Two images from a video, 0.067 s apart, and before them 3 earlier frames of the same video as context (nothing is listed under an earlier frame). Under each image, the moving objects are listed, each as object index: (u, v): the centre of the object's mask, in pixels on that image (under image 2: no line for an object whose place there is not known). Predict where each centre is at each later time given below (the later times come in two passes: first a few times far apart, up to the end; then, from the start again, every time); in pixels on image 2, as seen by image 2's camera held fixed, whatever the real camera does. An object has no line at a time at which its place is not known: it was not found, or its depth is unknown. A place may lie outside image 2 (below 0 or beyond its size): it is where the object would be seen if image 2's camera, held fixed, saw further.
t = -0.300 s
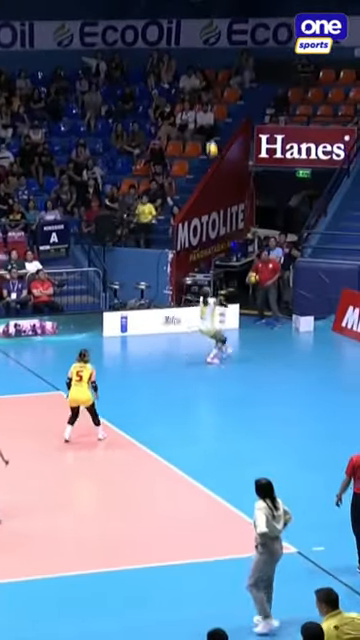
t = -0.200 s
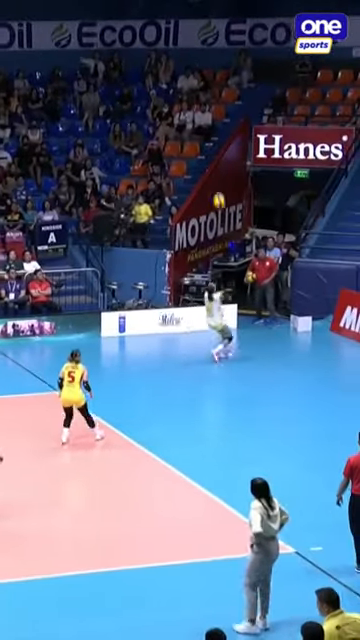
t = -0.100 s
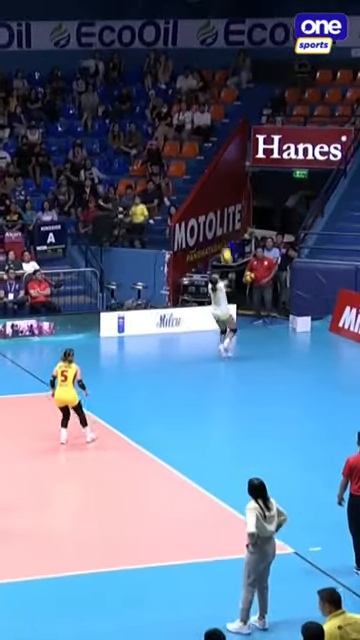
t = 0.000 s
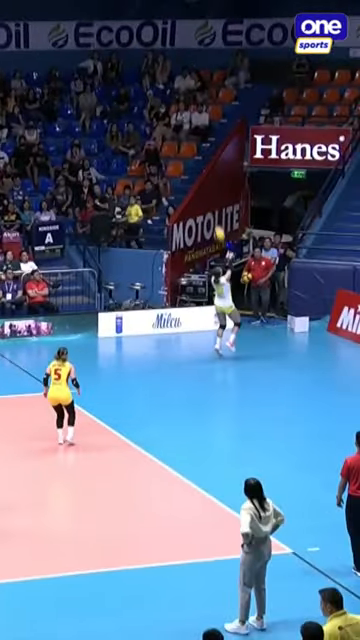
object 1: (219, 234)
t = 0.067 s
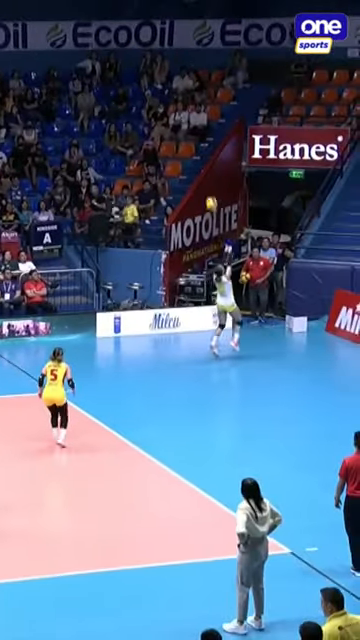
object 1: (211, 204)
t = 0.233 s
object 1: (196, 138)
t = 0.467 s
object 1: (174, 70)
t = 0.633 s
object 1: (158, 40)
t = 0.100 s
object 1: (208, 190)
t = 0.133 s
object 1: (205, 176)
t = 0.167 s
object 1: (202, 163)
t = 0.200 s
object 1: (200, 151)
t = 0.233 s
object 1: (196, 138)
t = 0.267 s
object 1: (193, 127)
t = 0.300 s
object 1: (190, 115)
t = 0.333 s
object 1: (187, 105)
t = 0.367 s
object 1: (184, 96)
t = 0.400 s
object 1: (180, 87)
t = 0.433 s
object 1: (177, 78)
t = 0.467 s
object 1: (174, 70)
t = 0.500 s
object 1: (171, 63)
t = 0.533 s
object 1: (168, 56)
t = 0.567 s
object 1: (165, 50)
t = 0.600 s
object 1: (161, 45)
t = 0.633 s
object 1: (158, 40)
